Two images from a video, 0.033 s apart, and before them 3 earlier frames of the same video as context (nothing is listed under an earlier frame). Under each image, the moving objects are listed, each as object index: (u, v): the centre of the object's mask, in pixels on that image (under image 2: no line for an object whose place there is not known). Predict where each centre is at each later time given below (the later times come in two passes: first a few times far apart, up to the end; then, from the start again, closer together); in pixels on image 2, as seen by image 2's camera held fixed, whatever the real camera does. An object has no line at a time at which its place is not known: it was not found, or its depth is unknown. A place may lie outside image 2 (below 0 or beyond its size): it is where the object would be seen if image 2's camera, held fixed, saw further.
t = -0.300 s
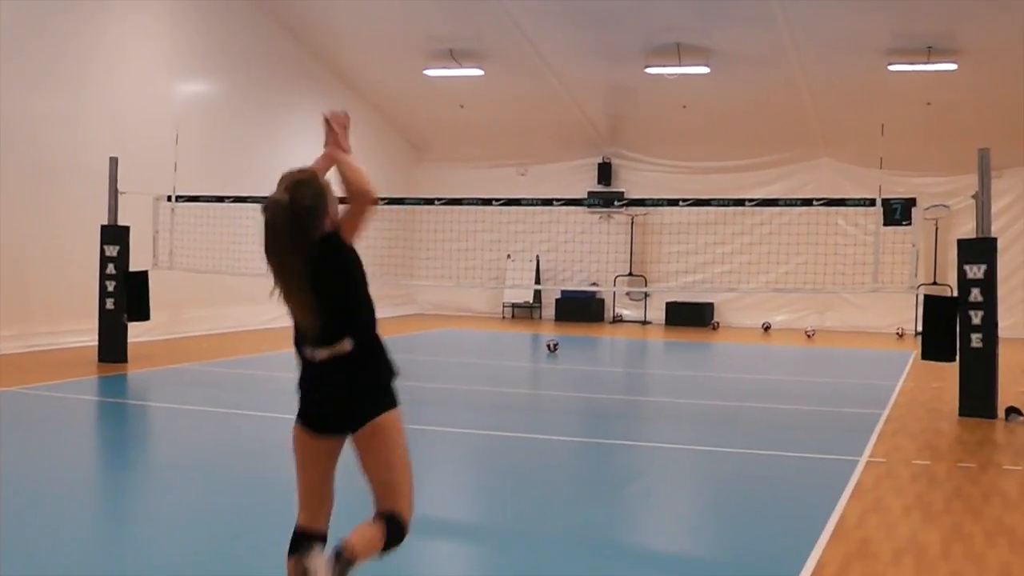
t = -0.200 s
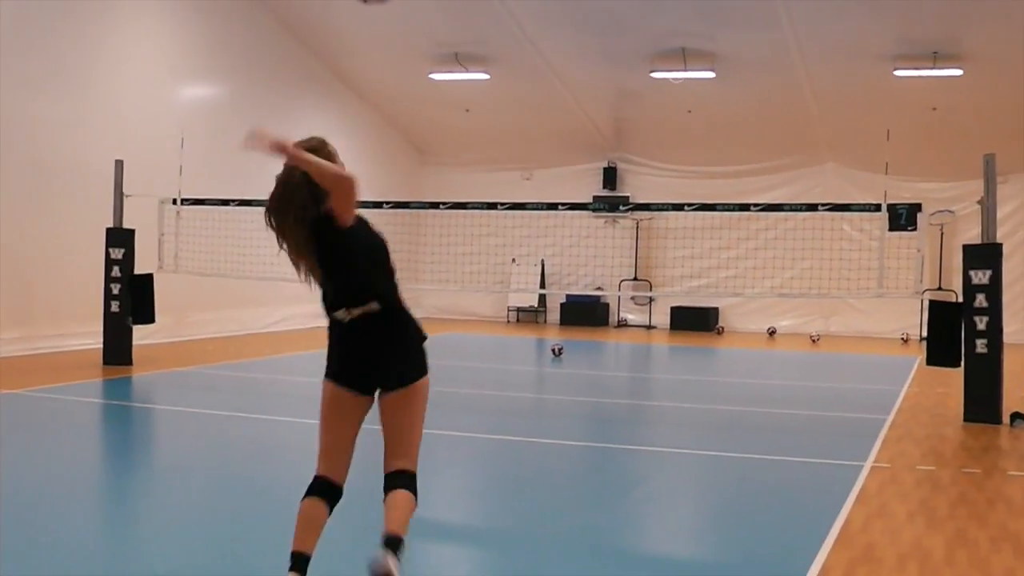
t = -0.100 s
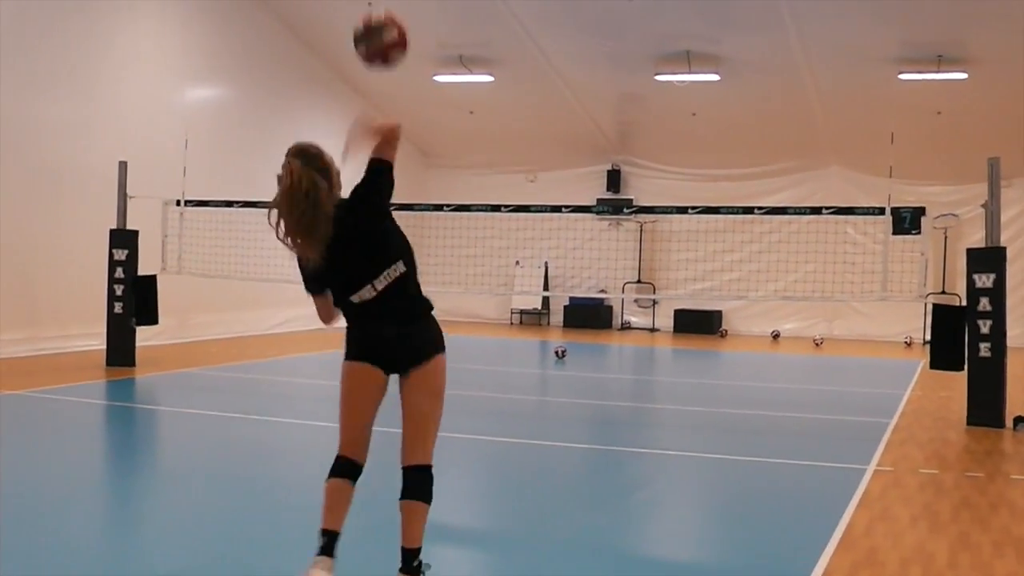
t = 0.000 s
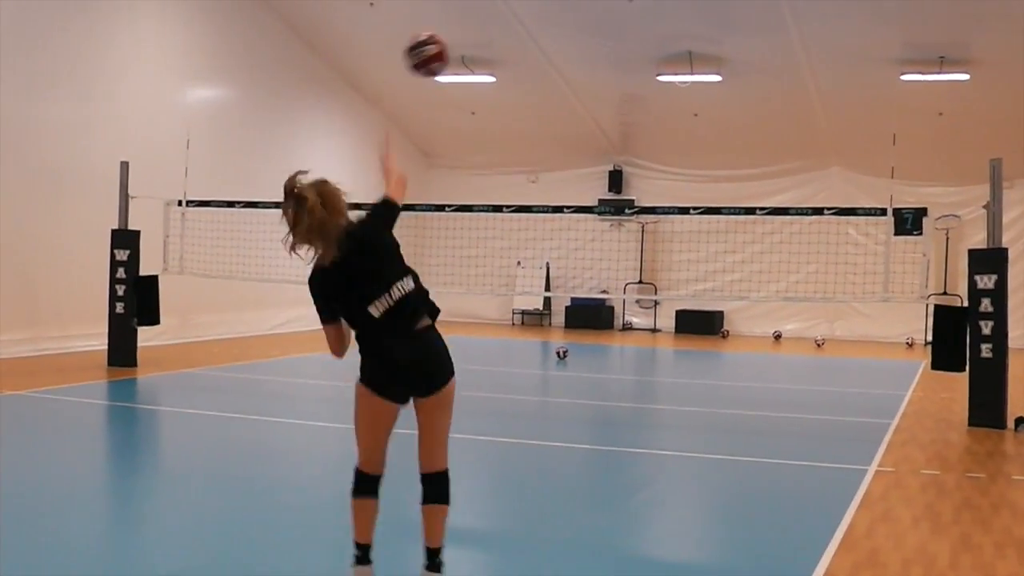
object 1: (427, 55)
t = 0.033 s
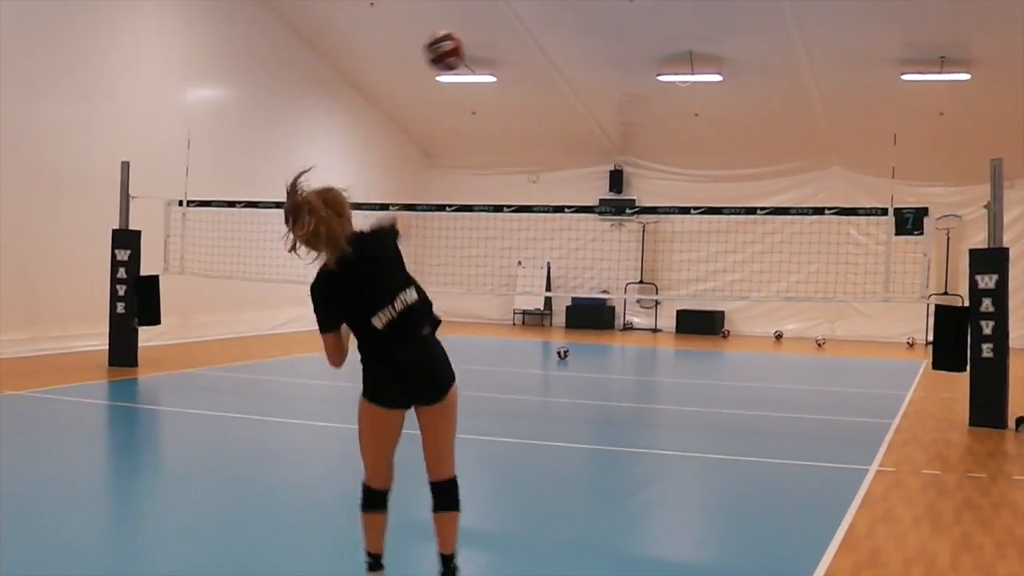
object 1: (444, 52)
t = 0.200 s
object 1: (500, 60)
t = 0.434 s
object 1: (546, 109)
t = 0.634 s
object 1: (567, 169)
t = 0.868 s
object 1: (576, 242)
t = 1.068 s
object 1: (577, 299)
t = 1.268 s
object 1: (580, 323)
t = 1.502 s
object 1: (584, 282)
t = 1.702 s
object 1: (586, 273)
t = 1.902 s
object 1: (587, 283)
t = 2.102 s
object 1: (588, 286)
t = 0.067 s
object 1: (459, 51)
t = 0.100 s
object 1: (471, 51)
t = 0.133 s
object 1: (480, 53)
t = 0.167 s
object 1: (491, 56)
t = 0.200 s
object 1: (500, 60)
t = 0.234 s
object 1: (507, 66)
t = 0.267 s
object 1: (515, 72)
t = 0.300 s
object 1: (522, 78)
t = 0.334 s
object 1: (528, 85)
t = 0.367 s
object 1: (535, 92)
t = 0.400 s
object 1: (541, 101)
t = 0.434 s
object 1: (546, 109)
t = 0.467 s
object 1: (550, 119)
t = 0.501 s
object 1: (555, 129)
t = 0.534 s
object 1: (558, 139)
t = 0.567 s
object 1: (562, 149)
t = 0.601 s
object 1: (565, 159)
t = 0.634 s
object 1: (567, 169)
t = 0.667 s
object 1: (570, 180)
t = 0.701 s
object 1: (571, 190)
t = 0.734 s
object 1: (573, 199)
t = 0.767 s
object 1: (574, 214)
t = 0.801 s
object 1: (575, 222)
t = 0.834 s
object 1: (575, 232)
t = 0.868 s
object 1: (576, 242)
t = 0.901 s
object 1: (576, 251)
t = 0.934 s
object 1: (576, 261)
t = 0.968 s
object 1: (577, 270)
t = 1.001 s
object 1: (577, 280)
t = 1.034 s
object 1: (577, 288)
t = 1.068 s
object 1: (577, 299)
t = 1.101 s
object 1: (577, 305)
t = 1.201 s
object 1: (579, 334)
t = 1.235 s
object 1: (579, 330)
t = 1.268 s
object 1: (580, 323)
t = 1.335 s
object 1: (582, 307)
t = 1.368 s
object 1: (582, 301)
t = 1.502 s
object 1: (584, 282)
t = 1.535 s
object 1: (584, 278)
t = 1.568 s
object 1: (585, 277)
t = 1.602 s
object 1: (585, 274)
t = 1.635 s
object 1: (585, 273)
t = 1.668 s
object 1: (586, 273)
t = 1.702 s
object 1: (586, 273)
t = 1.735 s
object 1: (586, 273)
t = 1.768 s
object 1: (586, 274)
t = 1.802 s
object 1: (586, 276)
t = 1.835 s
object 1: (587, 278)
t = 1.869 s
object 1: (587, 280)
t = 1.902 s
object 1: (587, 283)
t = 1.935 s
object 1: (587, 286)
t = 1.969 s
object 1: (587, 290)
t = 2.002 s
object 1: (587, 290)
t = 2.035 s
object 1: (588, 289)
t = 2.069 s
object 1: (588, 287)
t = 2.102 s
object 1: (588, 286)
